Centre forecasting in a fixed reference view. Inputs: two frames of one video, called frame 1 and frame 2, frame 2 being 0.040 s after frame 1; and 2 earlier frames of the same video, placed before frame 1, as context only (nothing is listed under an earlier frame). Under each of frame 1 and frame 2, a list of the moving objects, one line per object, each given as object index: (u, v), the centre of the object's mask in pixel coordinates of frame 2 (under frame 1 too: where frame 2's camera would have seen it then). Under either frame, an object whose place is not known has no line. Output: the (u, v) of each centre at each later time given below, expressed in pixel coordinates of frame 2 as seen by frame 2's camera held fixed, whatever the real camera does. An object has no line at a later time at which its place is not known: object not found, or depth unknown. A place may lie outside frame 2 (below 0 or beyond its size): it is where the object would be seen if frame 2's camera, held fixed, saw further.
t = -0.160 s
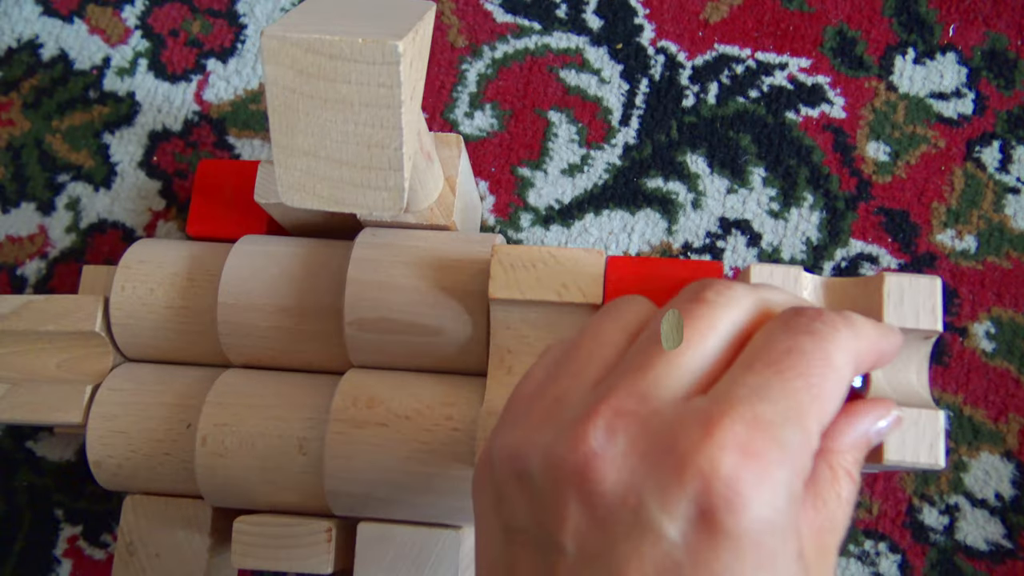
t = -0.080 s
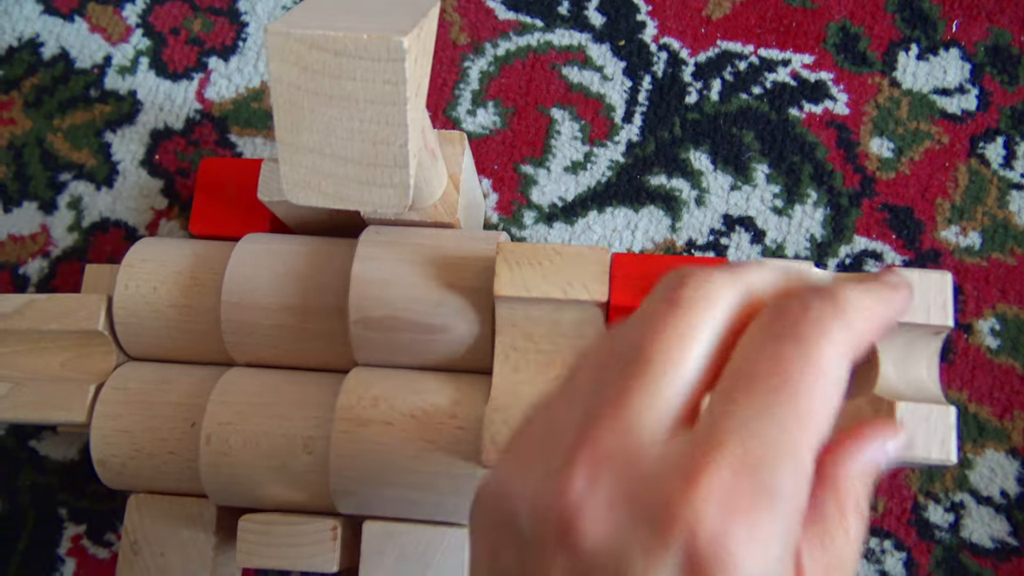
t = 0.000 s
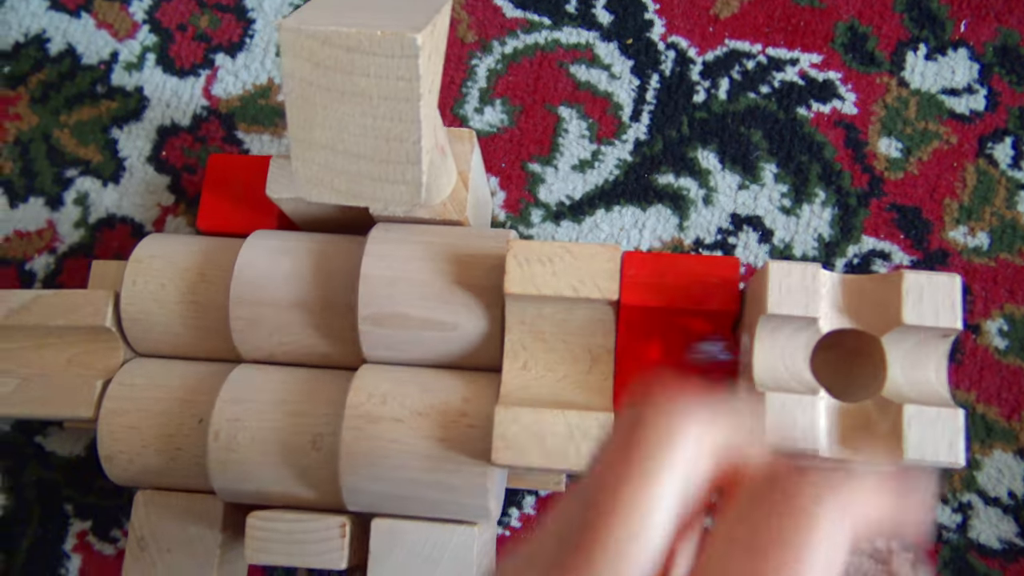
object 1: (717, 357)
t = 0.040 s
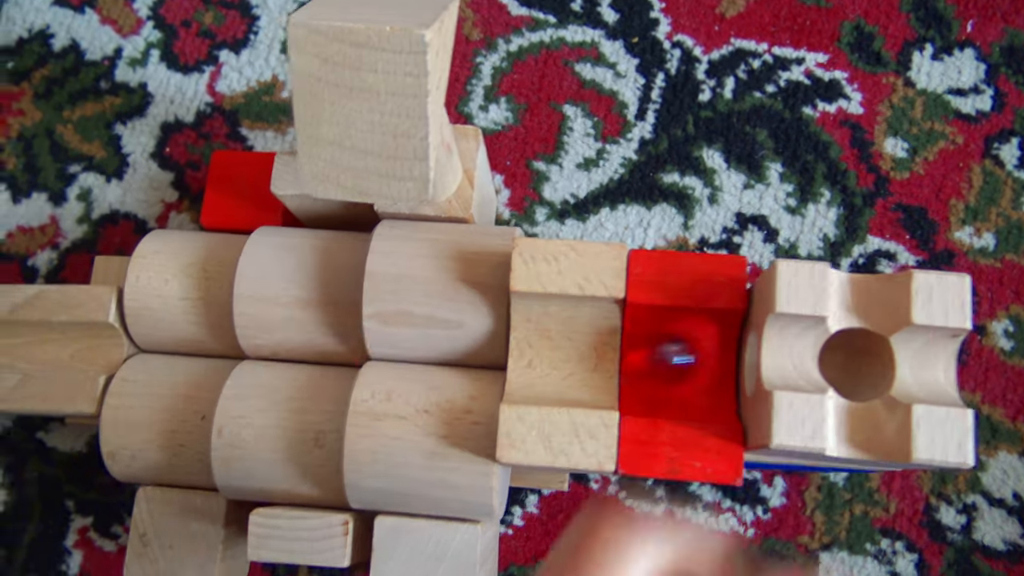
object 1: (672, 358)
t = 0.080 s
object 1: (612, 365)
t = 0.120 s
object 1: (564, 364)
